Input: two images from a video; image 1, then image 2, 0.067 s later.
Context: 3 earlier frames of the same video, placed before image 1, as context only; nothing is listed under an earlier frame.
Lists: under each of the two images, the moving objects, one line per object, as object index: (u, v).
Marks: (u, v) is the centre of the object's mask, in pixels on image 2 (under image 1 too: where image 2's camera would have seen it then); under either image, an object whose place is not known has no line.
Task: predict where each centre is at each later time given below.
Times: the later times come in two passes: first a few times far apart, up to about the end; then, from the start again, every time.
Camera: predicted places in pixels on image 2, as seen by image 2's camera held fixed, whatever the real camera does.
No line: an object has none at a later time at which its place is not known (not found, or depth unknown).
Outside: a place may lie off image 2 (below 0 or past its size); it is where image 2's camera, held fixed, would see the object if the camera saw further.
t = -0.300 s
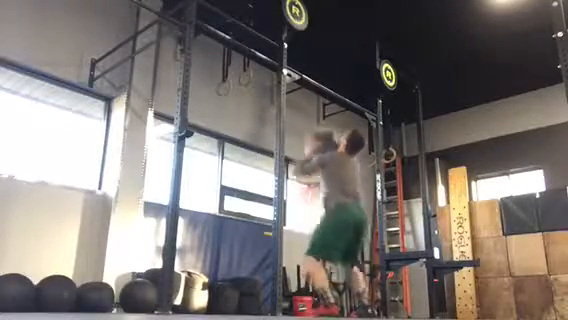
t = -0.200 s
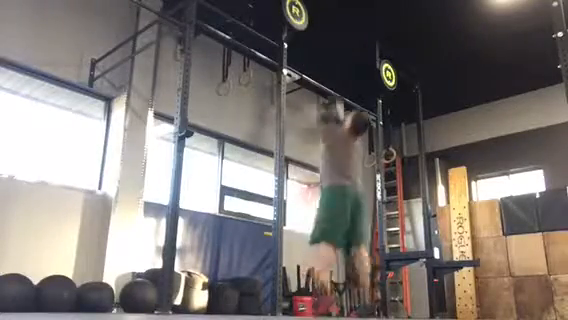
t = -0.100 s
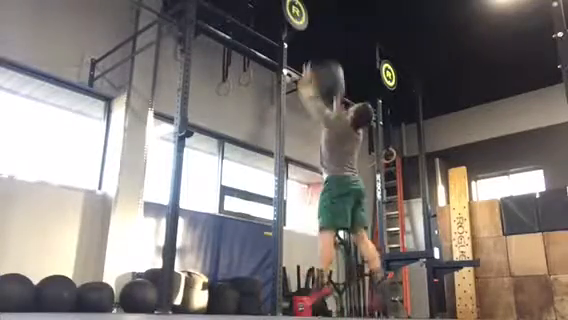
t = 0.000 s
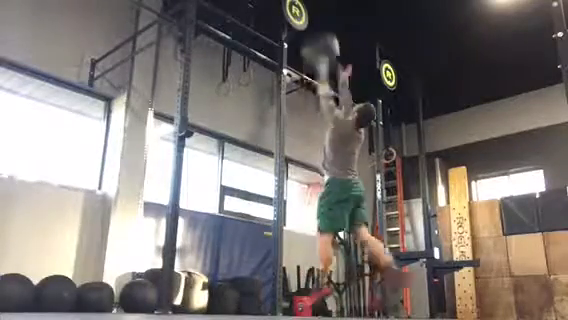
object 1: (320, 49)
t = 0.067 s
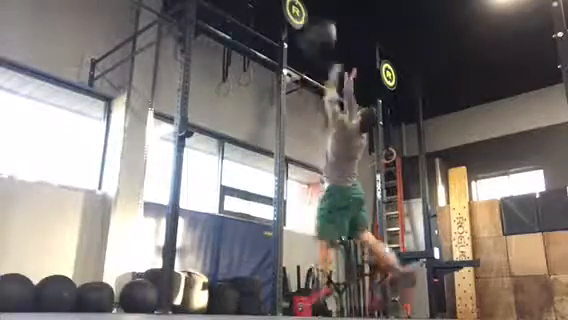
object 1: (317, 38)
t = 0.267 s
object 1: (310, 16)
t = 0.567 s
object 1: (314, 35)
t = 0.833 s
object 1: (322, 123)
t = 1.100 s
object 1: (332, 298)
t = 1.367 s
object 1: (343, 247)
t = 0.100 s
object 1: (315, 32)
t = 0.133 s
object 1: (315, 27)
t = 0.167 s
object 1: (314, 21)
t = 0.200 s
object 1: (312, 19)
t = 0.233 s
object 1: (310, 16)
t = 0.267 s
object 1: (310, 16)
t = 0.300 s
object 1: (310, 16)
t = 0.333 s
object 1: (310, 16)
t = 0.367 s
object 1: (310, 16)
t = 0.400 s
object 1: (310, 16)
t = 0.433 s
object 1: (311, 17)
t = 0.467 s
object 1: (313, 19)
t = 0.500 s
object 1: (314, 22)
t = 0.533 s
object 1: (314, 29)
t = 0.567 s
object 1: (314, 35)
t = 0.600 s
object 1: (315, 44)
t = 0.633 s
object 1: (315, 48)
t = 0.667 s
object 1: (315, 55)
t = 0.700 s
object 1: (318, 68)
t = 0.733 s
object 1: (320, 81)
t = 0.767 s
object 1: (320, 94)
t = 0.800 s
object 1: (320, 108)
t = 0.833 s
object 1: (322, 123)
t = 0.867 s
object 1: (324, 138)
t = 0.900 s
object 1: (322, 160)
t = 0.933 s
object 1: (324, 178)
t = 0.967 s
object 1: (325, 197)
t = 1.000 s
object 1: (326, 226)
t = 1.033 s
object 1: (331, 253)
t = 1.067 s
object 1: (335, 279)
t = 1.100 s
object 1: (332, 298)
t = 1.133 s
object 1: (332, 294)
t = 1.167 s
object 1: (334, 283)
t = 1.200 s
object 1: (337, 271)
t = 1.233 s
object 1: (337, 264)
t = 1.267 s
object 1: (339, 261)
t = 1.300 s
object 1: (339, 252)
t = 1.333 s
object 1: (342, 250)
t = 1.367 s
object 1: (343, 247)
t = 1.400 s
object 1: (345, 247)
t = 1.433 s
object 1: (346, 247)
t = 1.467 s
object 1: (348, 247)
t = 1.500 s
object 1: (349, 250)
